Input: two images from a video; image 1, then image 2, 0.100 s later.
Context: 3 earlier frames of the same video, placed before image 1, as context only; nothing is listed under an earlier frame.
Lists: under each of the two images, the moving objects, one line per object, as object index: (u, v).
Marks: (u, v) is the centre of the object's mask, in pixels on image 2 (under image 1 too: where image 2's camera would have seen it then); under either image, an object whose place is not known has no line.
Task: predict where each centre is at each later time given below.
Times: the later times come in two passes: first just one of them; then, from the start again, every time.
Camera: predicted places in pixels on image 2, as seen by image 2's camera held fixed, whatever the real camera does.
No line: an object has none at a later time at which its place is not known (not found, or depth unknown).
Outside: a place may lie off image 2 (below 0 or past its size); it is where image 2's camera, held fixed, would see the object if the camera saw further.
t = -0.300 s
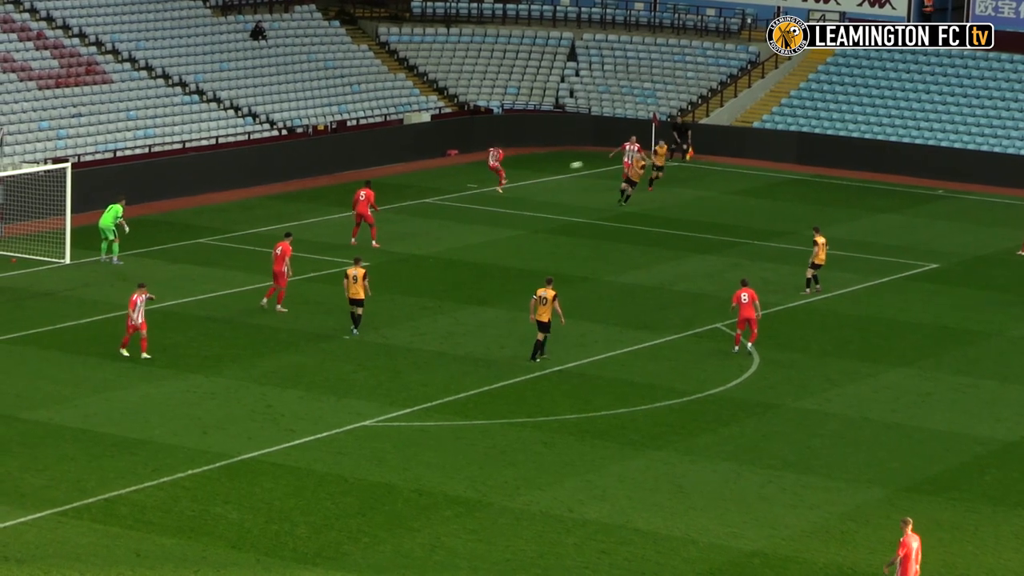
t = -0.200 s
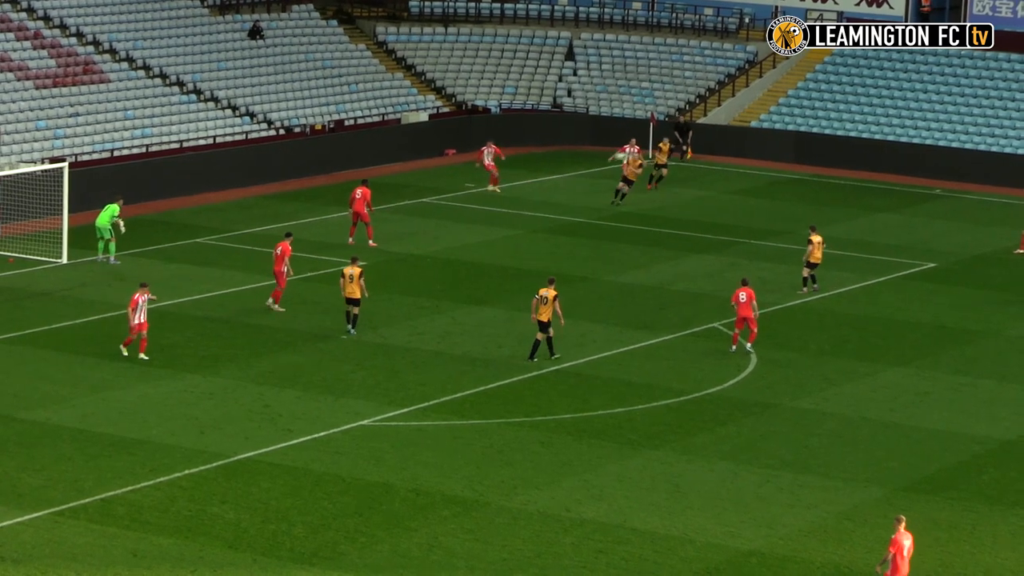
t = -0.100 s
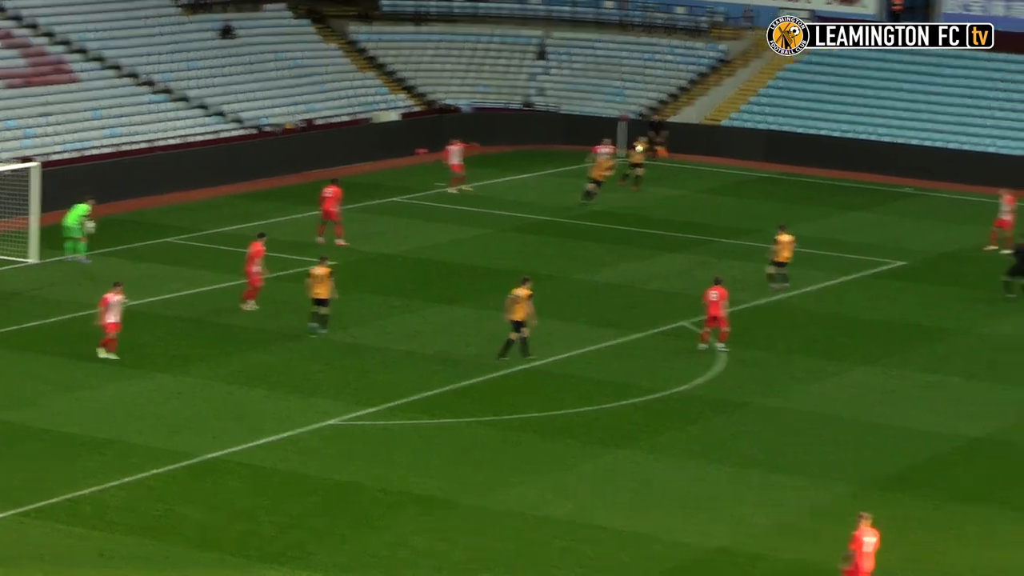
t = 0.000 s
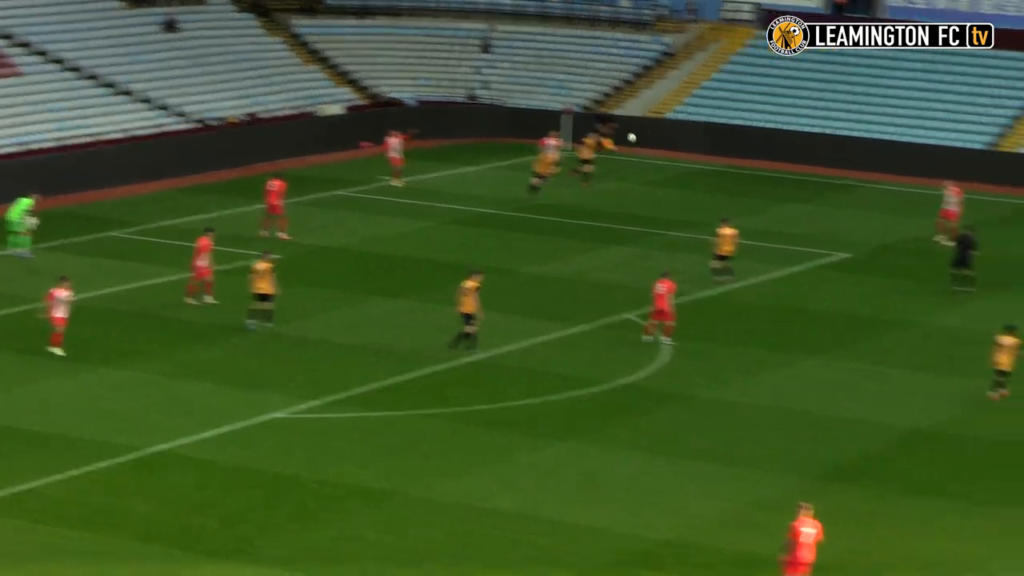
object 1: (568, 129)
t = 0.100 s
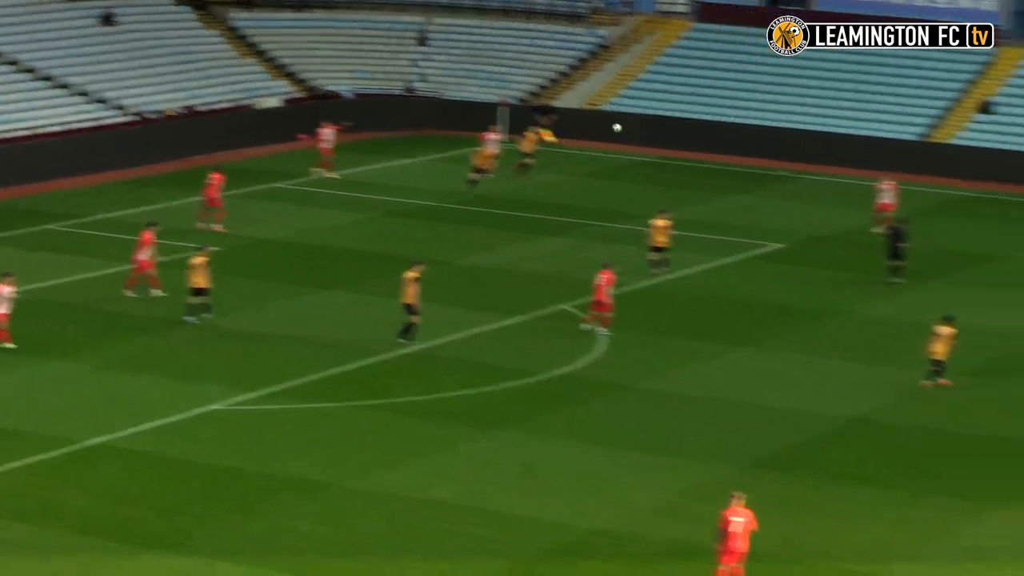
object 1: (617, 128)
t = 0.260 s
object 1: (695, 129)
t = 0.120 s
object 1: (626, 128)
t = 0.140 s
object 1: (636, 128)
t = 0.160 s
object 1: (646, 128)
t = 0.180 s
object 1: (656, 128)
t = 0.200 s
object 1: (665, 128)
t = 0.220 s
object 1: (675, 129)
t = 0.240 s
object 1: (685, 129)
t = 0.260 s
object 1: (695, 129)
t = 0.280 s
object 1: (705, 130)
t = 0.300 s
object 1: (715, 131)
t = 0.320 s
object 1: (725, 132)
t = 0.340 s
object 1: (734, 133)
